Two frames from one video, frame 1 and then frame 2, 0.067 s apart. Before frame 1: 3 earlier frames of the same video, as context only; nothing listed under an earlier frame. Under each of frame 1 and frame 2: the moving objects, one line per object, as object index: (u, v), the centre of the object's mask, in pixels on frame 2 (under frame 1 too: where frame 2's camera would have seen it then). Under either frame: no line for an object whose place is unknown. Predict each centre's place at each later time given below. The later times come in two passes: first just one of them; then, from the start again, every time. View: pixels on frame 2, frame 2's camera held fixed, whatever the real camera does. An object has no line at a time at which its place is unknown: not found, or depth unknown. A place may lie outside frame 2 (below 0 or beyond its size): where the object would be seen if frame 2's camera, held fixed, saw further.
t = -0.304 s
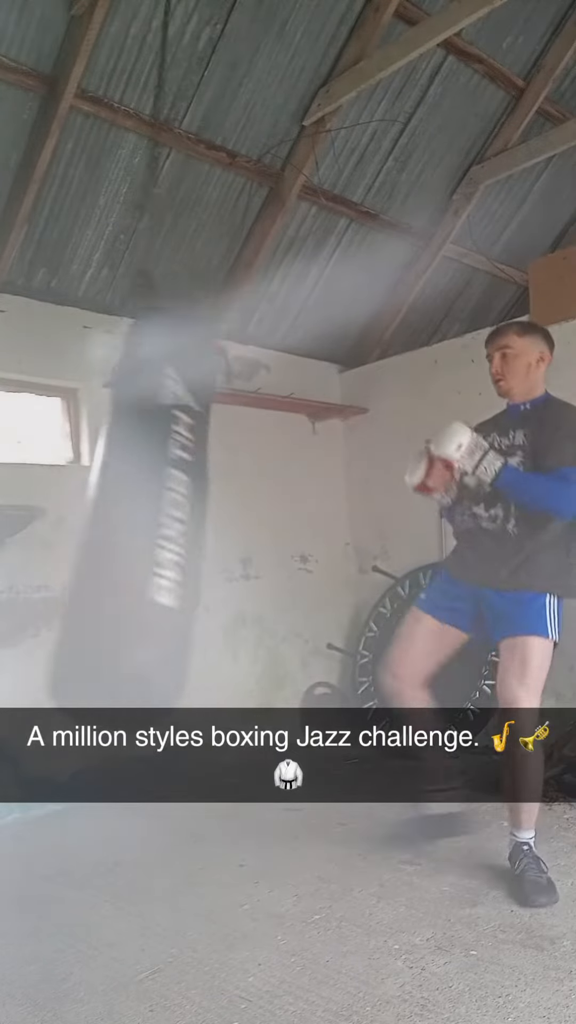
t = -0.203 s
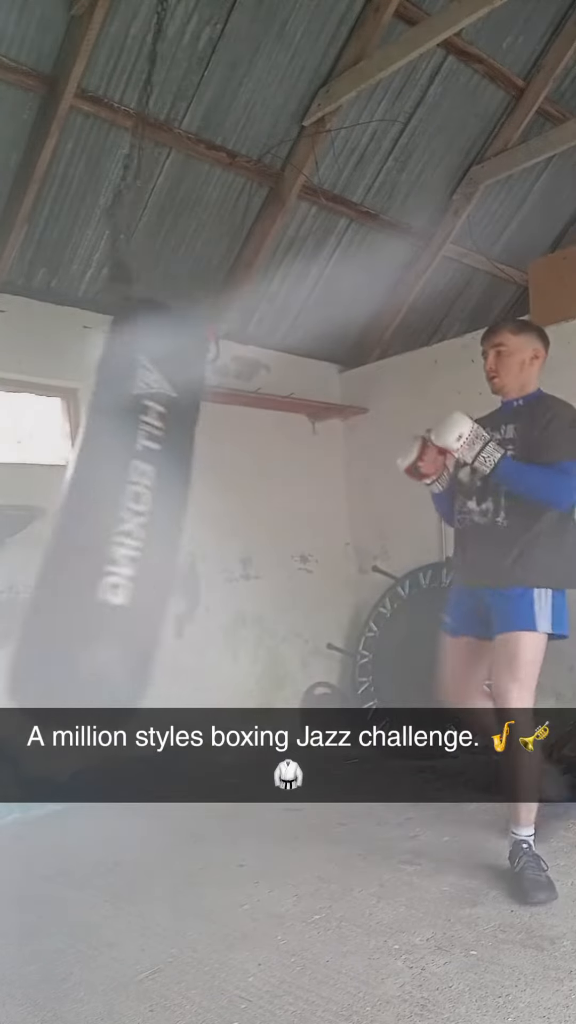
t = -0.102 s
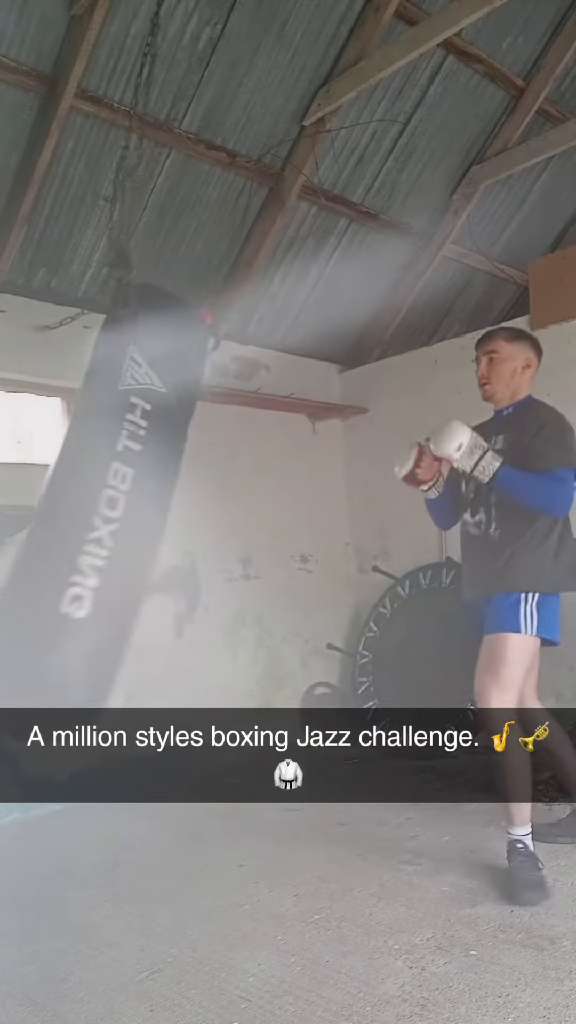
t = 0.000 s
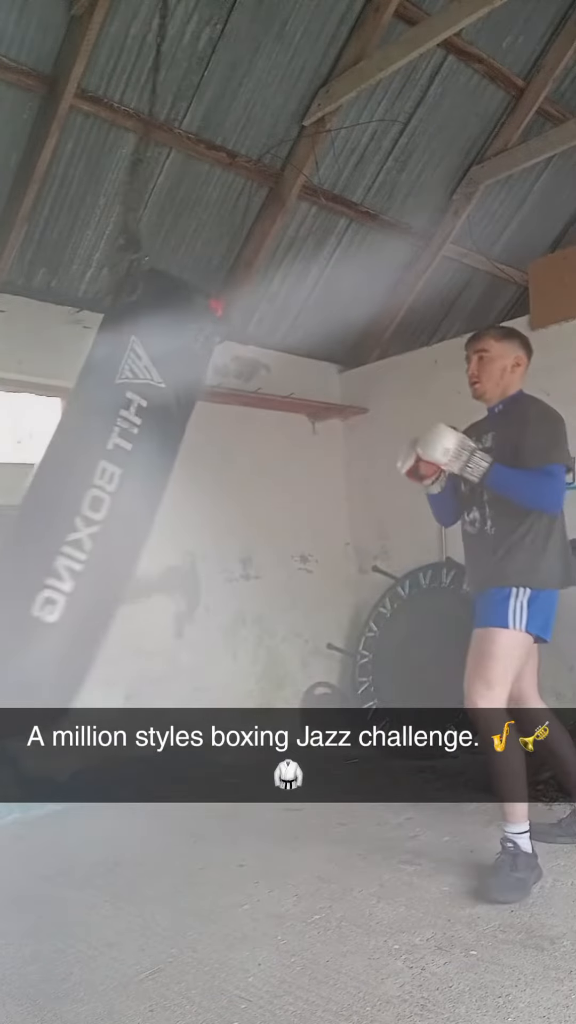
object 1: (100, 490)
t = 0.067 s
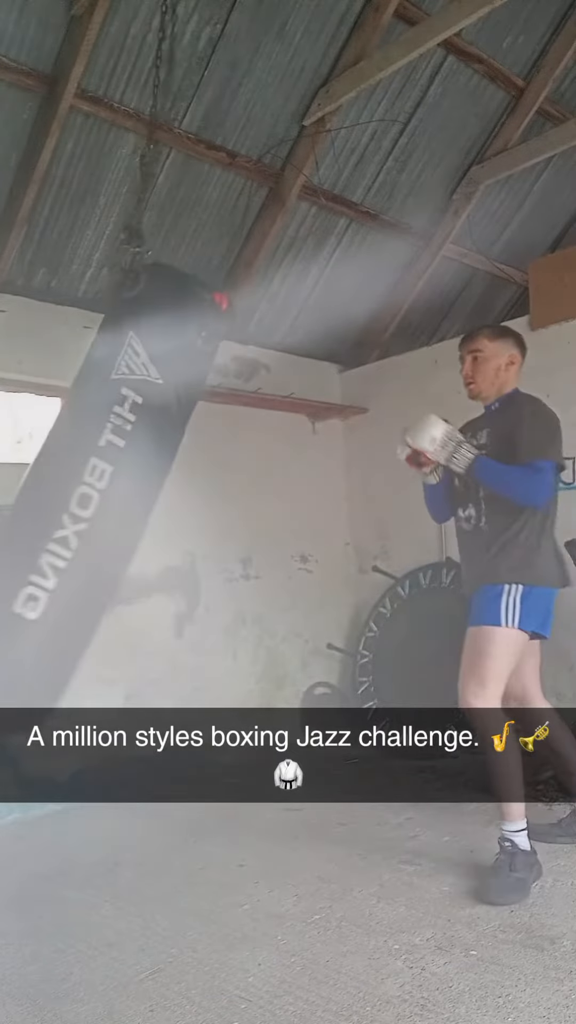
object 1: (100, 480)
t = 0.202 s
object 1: (104, 477)
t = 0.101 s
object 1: (100, 477)
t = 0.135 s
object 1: (101, 476)
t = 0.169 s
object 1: (102, 476)
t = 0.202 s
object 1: (104, 477)
